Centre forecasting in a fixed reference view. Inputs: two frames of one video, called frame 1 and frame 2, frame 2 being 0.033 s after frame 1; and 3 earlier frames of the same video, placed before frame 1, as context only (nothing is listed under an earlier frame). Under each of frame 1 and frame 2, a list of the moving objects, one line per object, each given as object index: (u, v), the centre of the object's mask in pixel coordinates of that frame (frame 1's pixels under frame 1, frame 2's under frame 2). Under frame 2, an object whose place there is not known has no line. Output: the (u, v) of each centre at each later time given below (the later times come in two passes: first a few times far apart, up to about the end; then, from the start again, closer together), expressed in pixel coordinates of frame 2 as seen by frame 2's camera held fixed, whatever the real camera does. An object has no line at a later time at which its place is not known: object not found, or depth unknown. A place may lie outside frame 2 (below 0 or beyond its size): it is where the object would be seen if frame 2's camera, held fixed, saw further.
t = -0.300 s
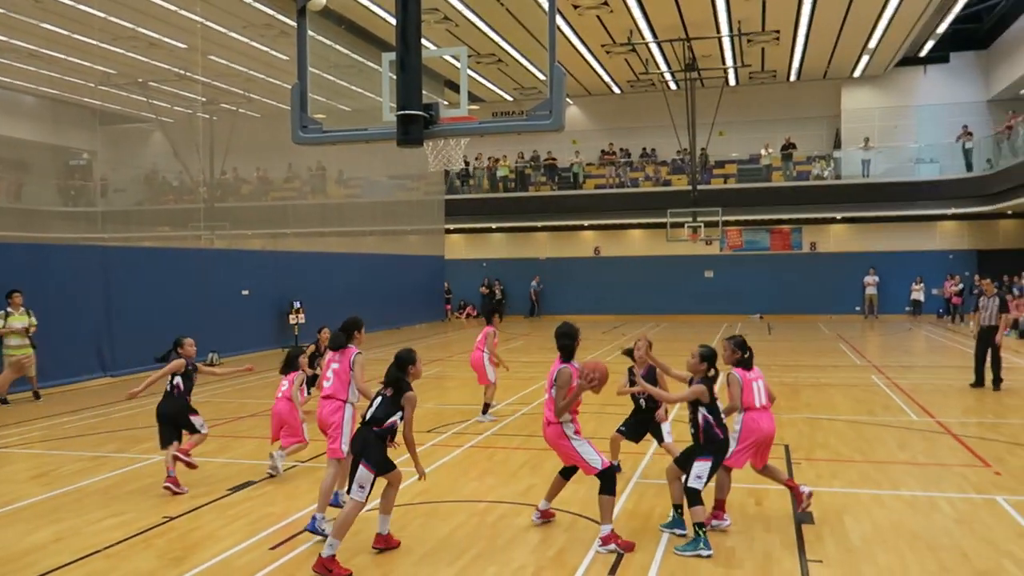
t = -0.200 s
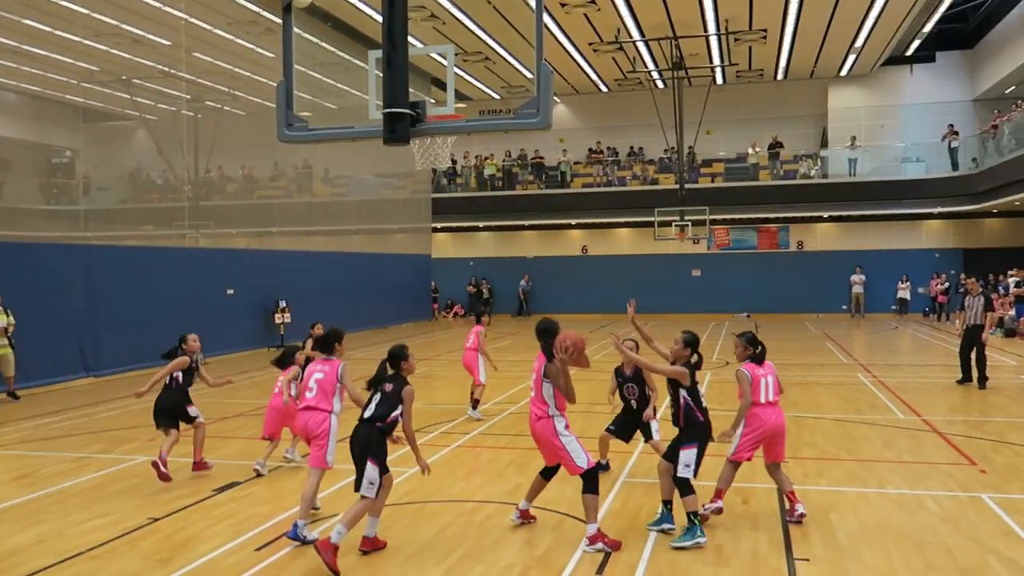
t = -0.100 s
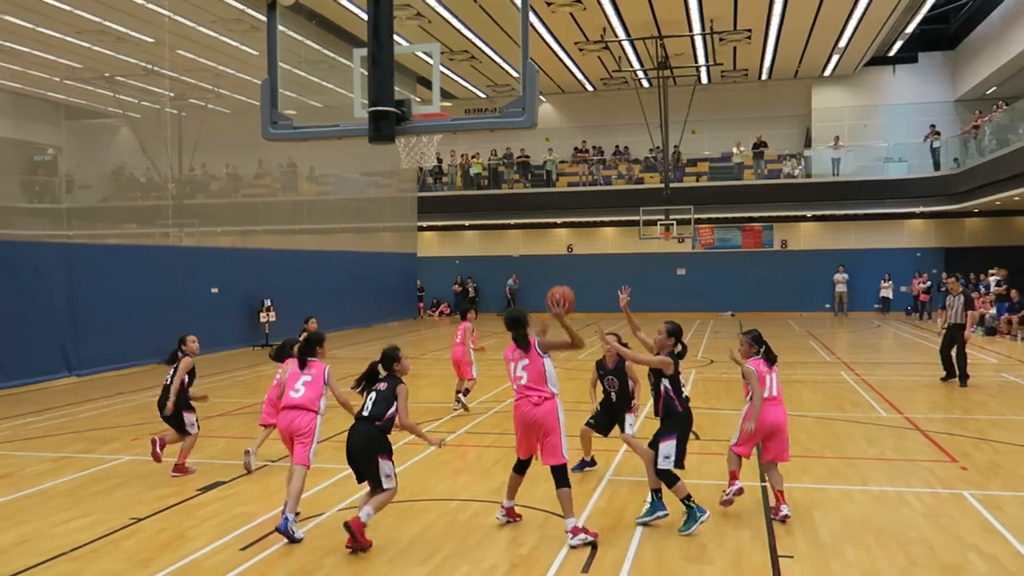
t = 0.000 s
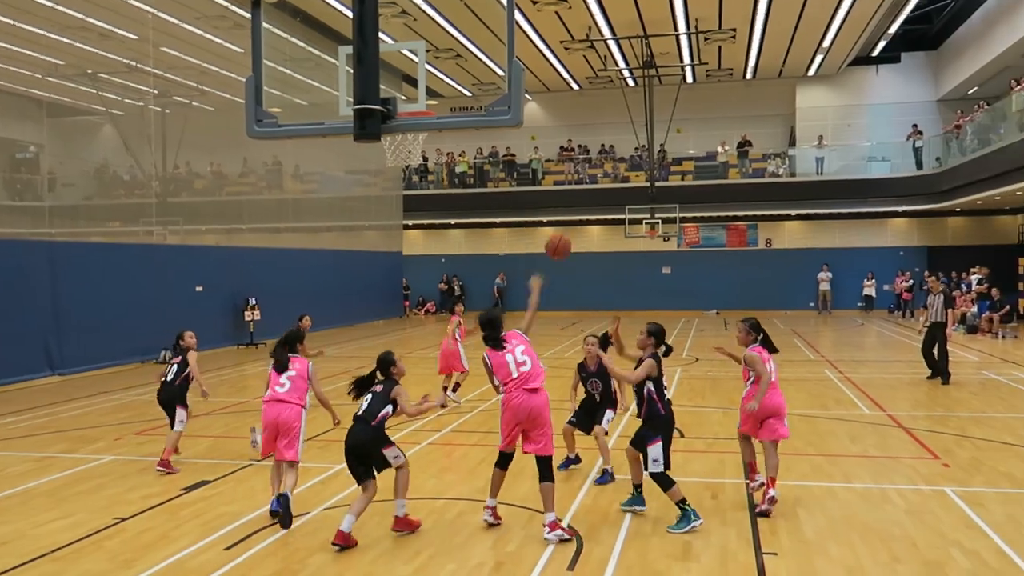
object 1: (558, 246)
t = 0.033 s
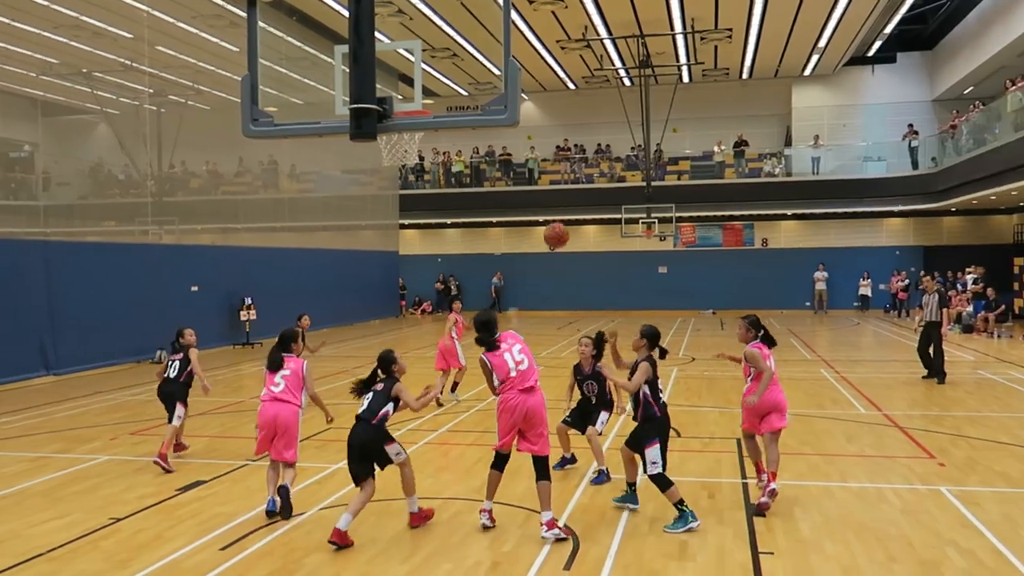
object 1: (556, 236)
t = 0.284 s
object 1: (572, 206)
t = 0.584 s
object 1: (585, 231)
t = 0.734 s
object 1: (586, 254)
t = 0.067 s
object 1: (559, 227)
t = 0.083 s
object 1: (560, 224)
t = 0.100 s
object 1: (561, 220)
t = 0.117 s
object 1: (562, 217)
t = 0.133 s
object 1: (563, 215)
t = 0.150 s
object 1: (564, 213)
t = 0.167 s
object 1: (565, 212)
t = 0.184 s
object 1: (566, 212)
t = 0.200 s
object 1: (567, 210)
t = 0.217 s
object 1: (570, 206)
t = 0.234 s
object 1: (570, 205)
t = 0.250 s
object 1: (571, 205)
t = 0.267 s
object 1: (571, 205)
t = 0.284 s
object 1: (572, 206)
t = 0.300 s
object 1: (573, 206)
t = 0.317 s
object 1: (574, 206)
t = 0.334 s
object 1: (574, 206)
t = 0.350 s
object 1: (576, 206)
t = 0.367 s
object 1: (576, 210)
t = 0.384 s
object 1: (578, 208)
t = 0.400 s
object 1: (578, 211)
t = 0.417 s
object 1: (578, 211)
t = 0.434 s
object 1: (580, 212)
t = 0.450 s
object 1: (580, 214)
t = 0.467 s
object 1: (581, 218)
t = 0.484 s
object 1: (582, 217)
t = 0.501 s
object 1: (581, 222)
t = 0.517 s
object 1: (581, 221)
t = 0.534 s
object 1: (582, 225)
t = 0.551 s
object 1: (583, 224)
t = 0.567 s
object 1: (584, 230)
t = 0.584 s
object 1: (585, 231)
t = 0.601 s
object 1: (585, 235)
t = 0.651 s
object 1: (586, 241)
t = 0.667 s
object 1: (587, 246)
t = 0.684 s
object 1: (587, 245)
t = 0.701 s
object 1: (586, 254)
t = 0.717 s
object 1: (588, 254)
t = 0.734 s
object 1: (586, 254)
